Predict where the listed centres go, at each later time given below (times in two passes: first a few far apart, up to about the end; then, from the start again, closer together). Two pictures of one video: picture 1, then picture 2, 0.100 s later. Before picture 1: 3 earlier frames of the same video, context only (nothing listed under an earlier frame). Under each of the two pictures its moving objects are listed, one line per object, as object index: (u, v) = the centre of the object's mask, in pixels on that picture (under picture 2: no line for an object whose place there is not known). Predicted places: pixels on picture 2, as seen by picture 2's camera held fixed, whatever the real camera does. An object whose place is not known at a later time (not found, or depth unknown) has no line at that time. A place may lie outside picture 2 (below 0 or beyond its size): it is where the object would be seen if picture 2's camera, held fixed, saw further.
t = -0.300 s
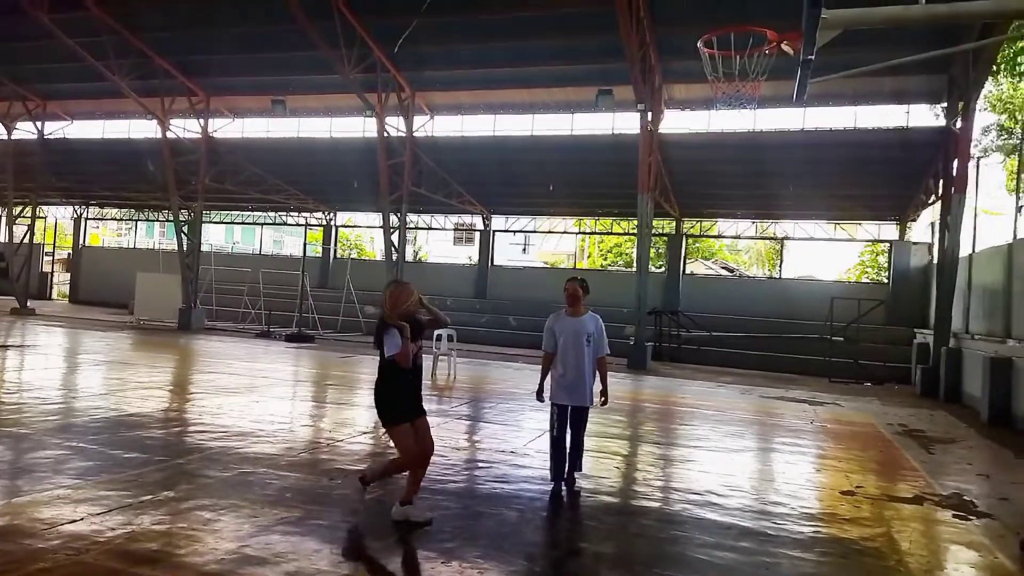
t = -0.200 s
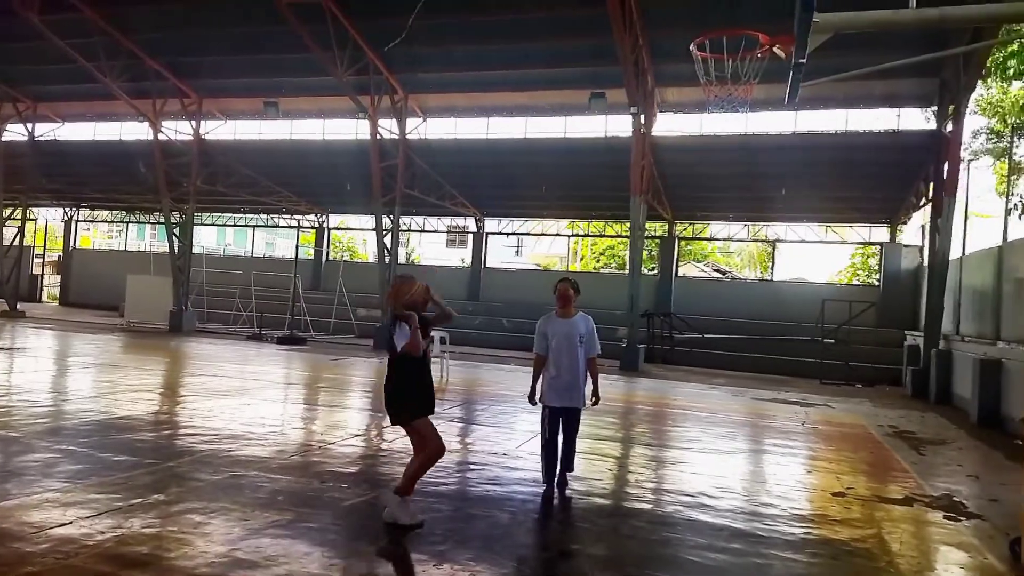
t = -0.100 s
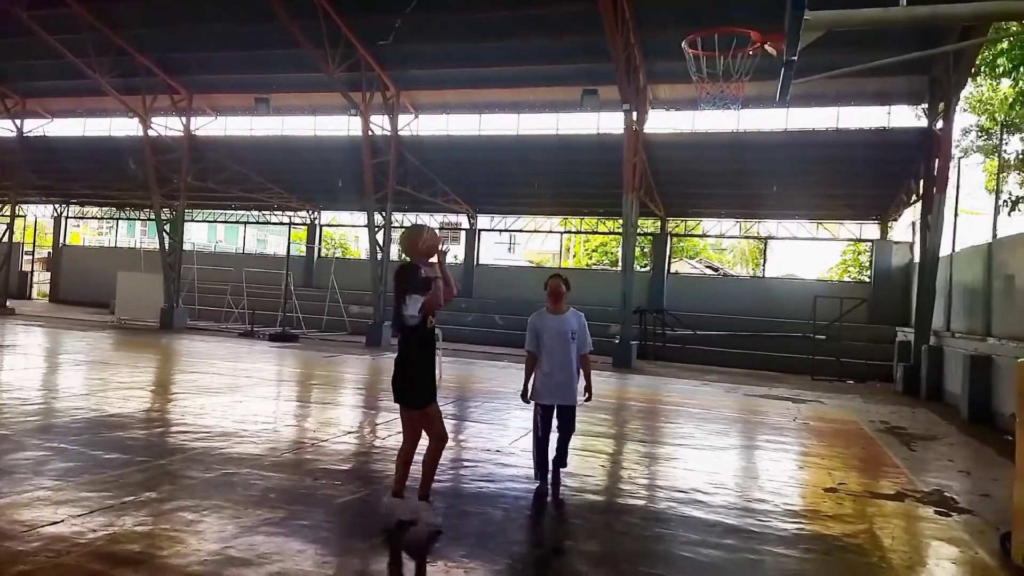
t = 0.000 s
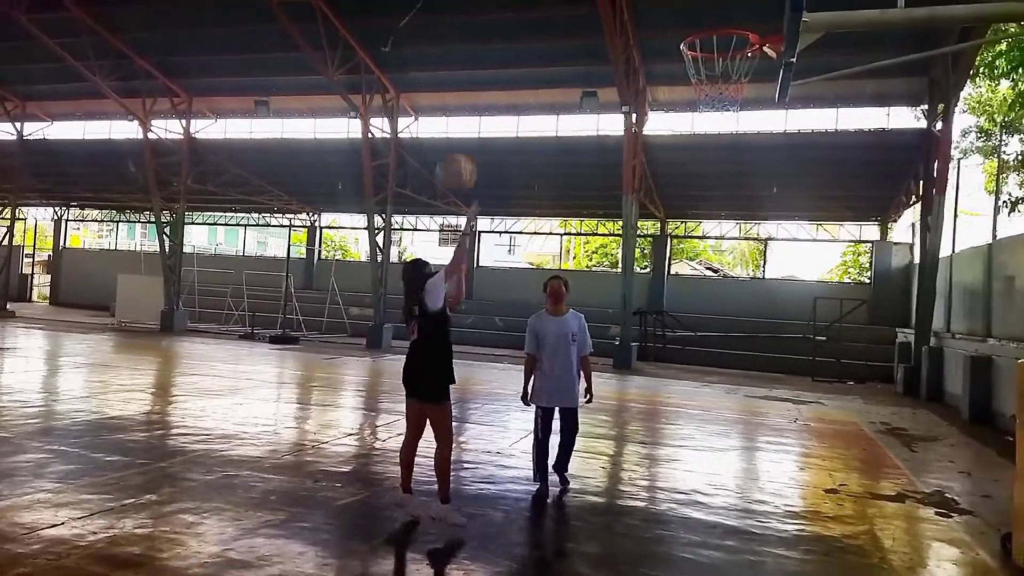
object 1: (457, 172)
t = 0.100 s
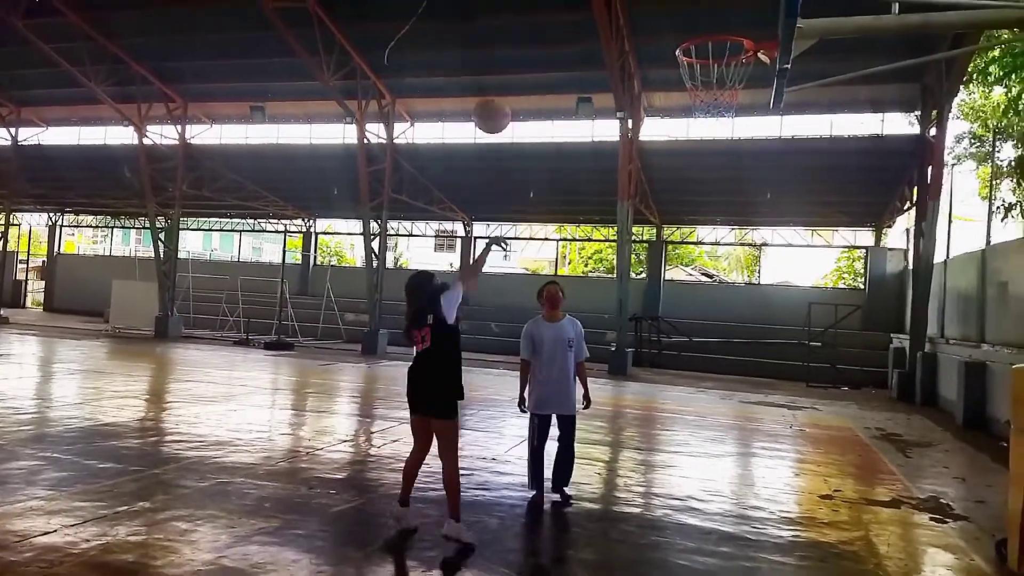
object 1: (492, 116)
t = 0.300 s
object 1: (568, 34)
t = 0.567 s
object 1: (661, 26)
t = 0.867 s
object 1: (693, 38)
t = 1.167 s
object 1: (725, 105)
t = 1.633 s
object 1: (758, 439)
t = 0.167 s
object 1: (518, 81)
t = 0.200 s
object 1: (530, 66)
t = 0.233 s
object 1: (544, 55)
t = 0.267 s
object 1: (555, 43)
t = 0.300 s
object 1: (568, 34)
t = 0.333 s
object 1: (580, 26)
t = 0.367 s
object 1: (591, 23)
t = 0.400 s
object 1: (604, 19)
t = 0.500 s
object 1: (644, 15)
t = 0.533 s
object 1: (649, 20)
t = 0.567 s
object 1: (661, 26)
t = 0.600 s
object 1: (672, 31)
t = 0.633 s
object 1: (676, 31)
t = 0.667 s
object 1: (678, 29)
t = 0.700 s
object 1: (680, 29)
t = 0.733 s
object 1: (681, 29)
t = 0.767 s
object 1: (681, 31)
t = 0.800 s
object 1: (684, 32)
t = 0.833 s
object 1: (688, 34)
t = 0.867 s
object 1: (693, 38)
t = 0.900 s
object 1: (696, 42)
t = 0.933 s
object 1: (700, 46)
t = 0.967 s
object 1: (703, 49)
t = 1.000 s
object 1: (707, 57)
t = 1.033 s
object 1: (709, 58)
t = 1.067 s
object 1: (718, 83)
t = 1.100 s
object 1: (718, 91)
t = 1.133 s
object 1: (722, 98)
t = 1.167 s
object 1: (725, 105)
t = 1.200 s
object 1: (728, 117)
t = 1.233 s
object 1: (730, 127)
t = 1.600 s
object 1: (756, 405)
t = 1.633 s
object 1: (758, 439)
